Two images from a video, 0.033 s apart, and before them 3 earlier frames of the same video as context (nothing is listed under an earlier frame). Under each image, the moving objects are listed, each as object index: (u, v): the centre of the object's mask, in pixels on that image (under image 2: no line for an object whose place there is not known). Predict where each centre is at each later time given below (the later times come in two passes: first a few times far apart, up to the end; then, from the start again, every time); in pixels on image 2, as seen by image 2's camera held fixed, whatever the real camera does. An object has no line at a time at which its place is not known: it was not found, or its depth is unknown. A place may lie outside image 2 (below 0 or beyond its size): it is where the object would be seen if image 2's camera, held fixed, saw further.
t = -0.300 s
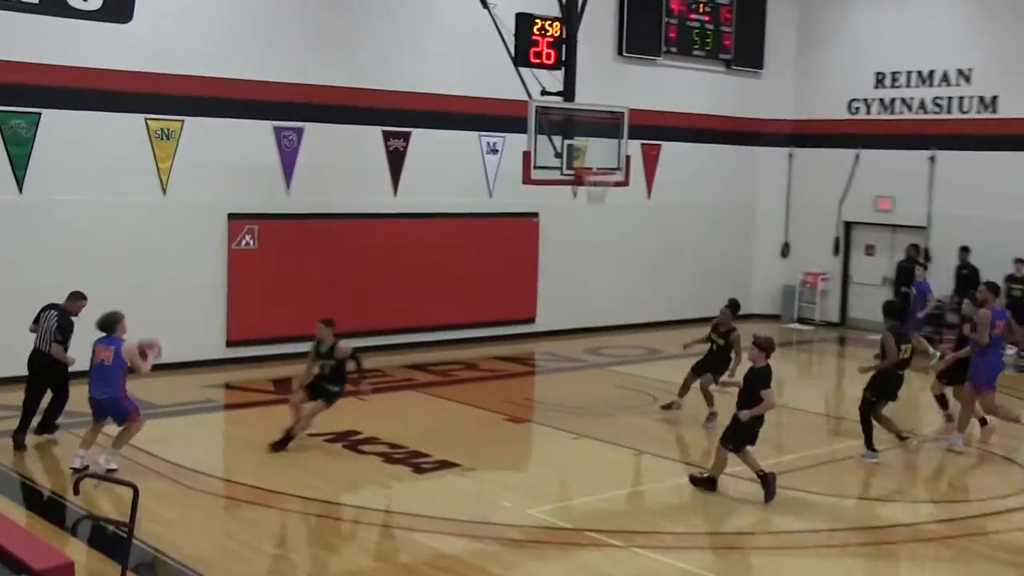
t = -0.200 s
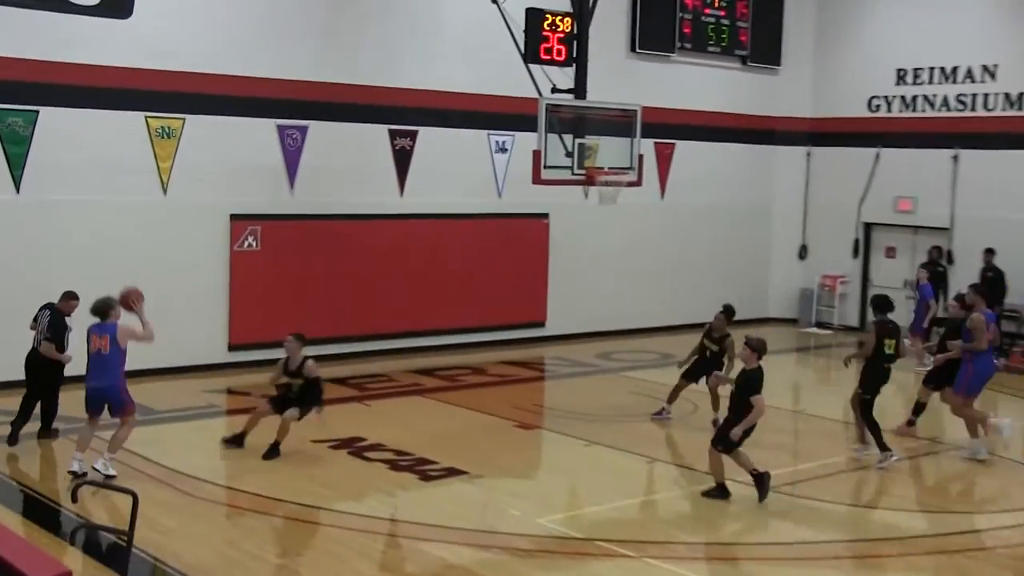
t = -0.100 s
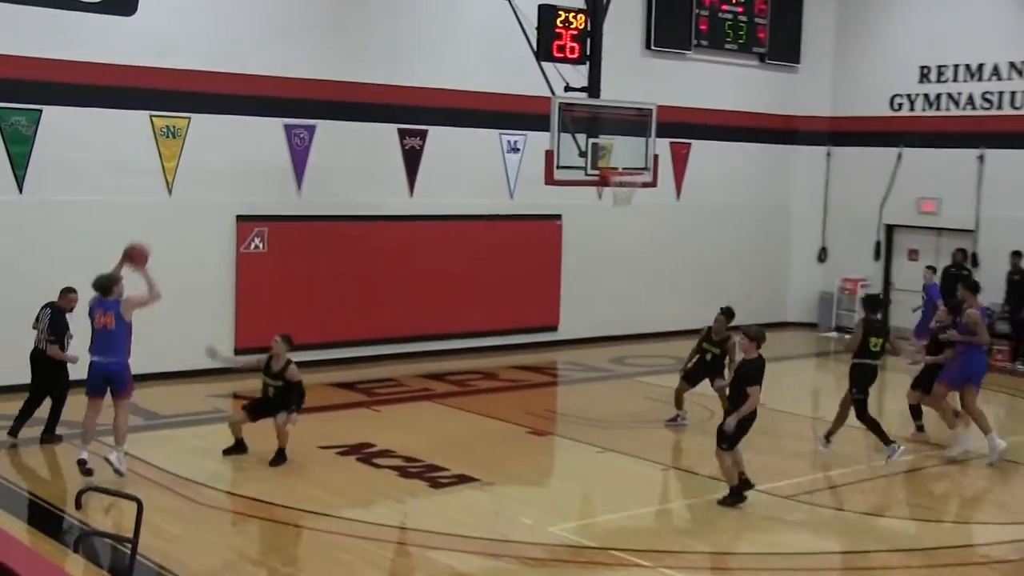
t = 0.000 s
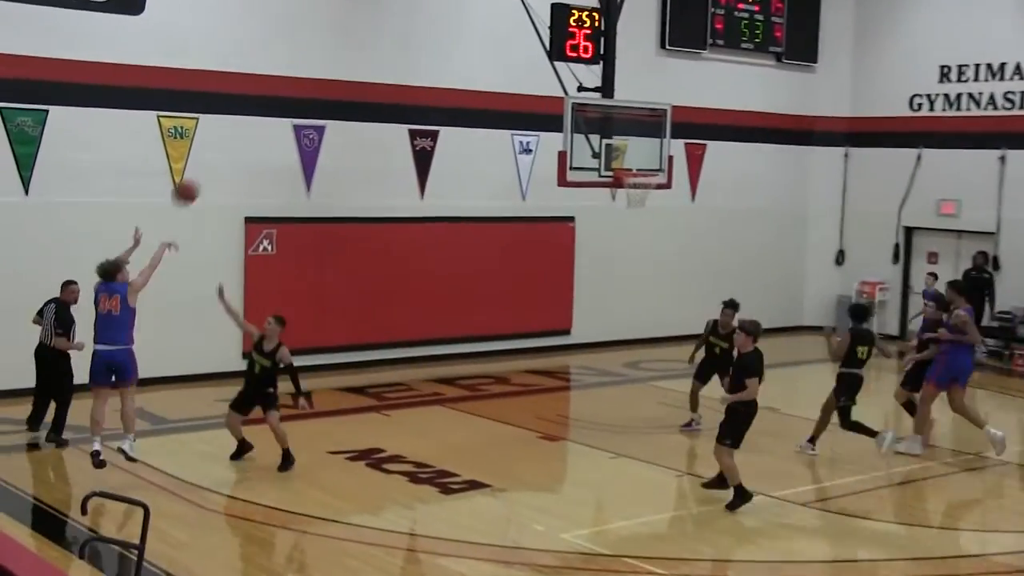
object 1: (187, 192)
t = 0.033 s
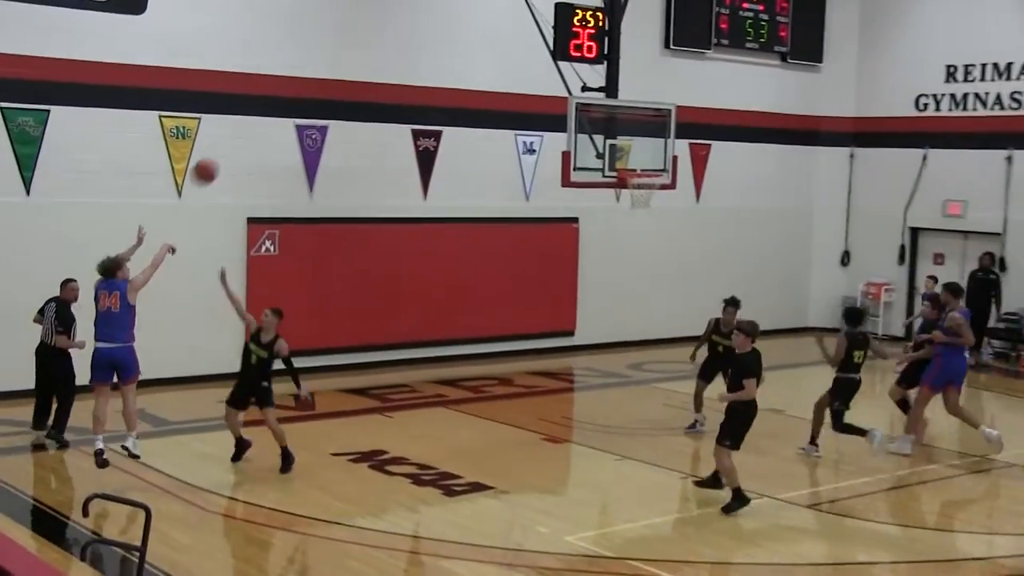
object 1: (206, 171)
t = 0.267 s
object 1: (314, 63)
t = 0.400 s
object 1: (371, 30)
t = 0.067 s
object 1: (222, 151)
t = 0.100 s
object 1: (238, 134)
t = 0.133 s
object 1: (254, 116)
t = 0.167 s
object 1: (270, 102)
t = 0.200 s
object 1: (282, 89)
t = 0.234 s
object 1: (299, 73)
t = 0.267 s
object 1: (314, 63)
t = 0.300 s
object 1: (329, 53)
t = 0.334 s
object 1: (343, 45)
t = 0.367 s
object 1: (357, 36)
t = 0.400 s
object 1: (371, 30)
